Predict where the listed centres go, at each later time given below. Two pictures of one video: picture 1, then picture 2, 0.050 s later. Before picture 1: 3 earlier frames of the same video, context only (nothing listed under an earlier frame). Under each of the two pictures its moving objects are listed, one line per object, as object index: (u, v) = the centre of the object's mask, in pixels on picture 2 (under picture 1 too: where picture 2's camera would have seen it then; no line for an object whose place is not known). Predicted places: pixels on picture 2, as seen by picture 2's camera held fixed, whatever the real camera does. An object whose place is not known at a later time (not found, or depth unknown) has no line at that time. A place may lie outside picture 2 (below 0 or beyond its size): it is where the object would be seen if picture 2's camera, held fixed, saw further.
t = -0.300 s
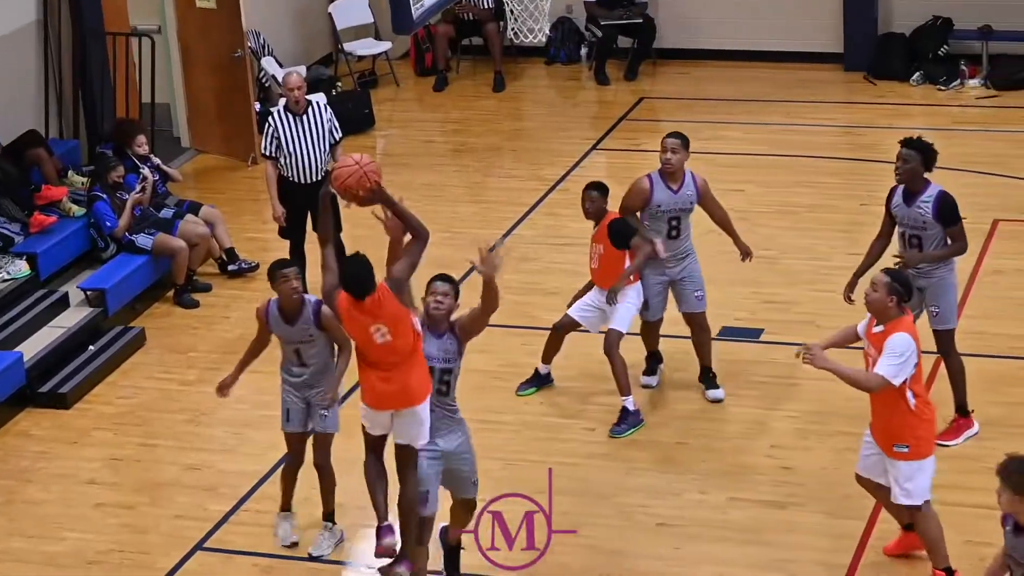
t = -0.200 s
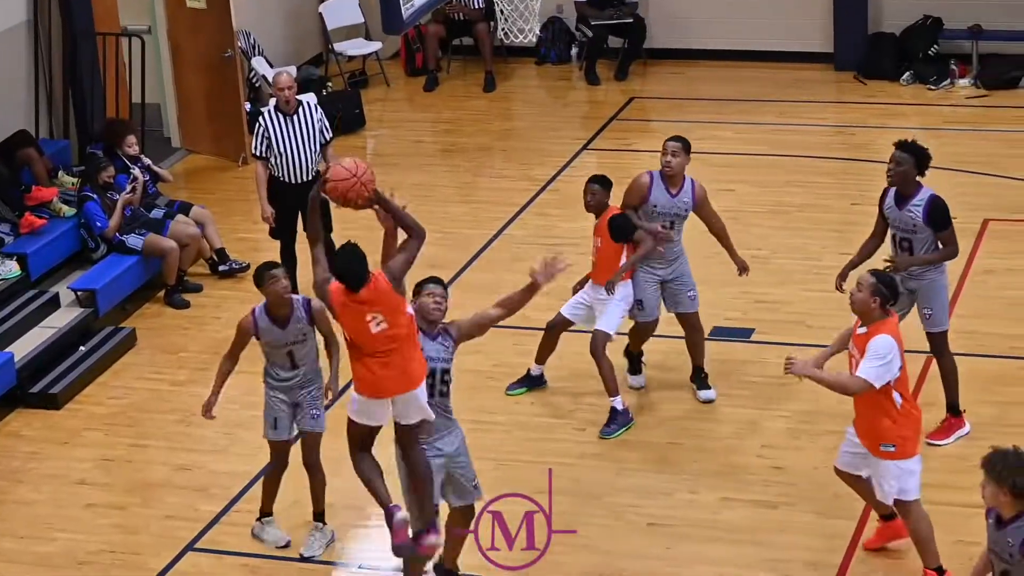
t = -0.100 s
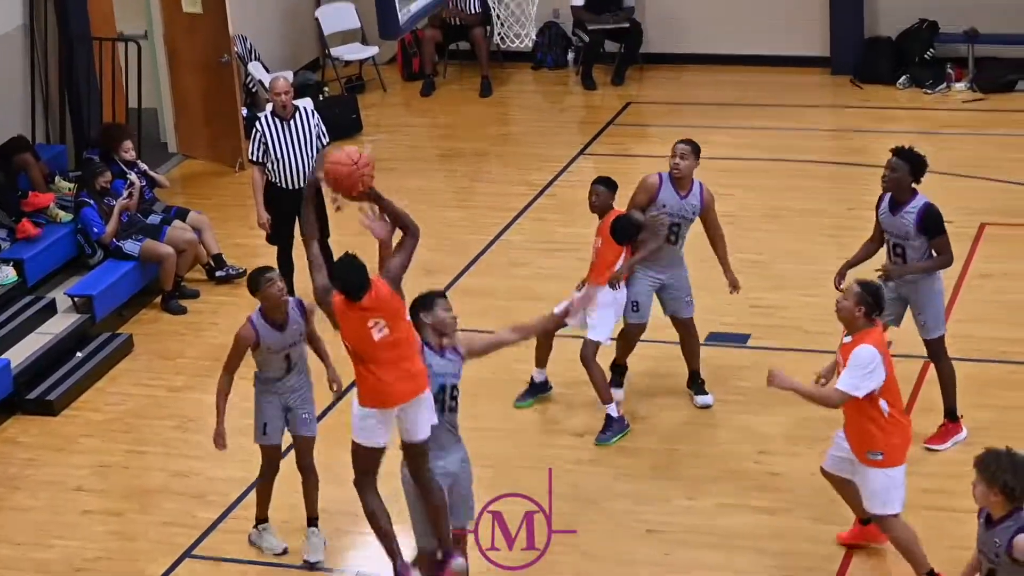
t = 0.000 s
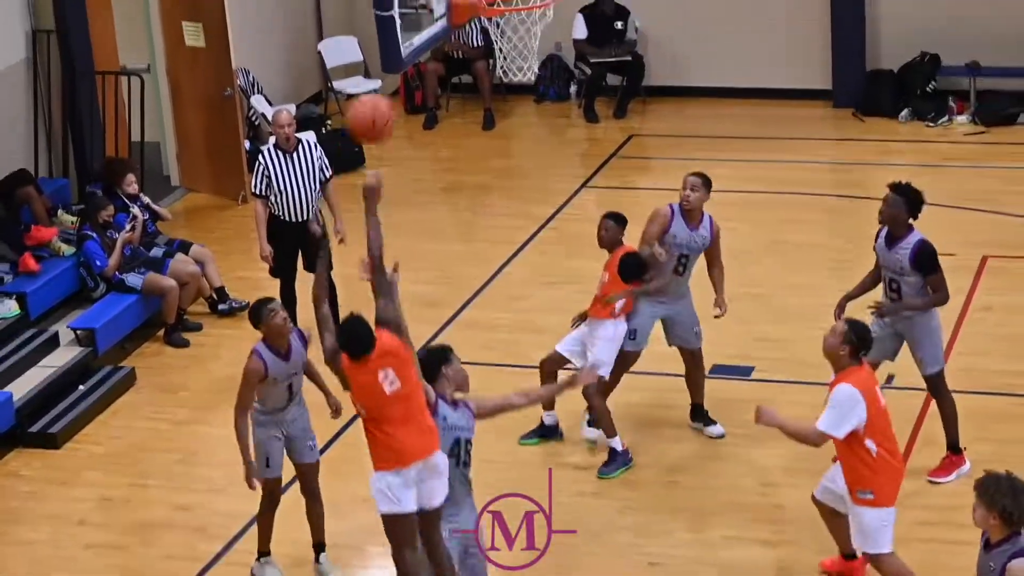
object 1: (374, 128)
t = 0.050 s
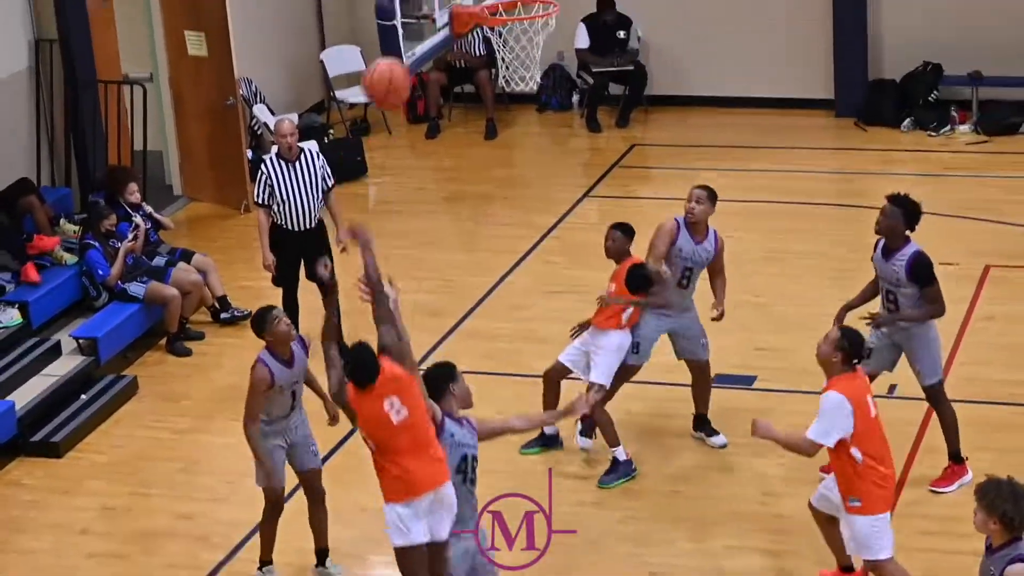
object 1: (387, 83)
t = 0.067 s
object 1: (391, 68)
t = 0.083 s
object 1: (395, 56)
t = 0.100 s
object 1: (400, 44)
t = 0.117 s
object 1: (403, 30)
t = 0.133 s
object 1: (409, 18)
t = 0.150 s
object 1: (413, 10)
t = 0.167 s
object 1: (417, 3)
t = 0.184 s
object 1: (422, -3)
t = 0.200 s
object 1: (425, -7)
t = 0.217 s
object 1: (431, -15)
